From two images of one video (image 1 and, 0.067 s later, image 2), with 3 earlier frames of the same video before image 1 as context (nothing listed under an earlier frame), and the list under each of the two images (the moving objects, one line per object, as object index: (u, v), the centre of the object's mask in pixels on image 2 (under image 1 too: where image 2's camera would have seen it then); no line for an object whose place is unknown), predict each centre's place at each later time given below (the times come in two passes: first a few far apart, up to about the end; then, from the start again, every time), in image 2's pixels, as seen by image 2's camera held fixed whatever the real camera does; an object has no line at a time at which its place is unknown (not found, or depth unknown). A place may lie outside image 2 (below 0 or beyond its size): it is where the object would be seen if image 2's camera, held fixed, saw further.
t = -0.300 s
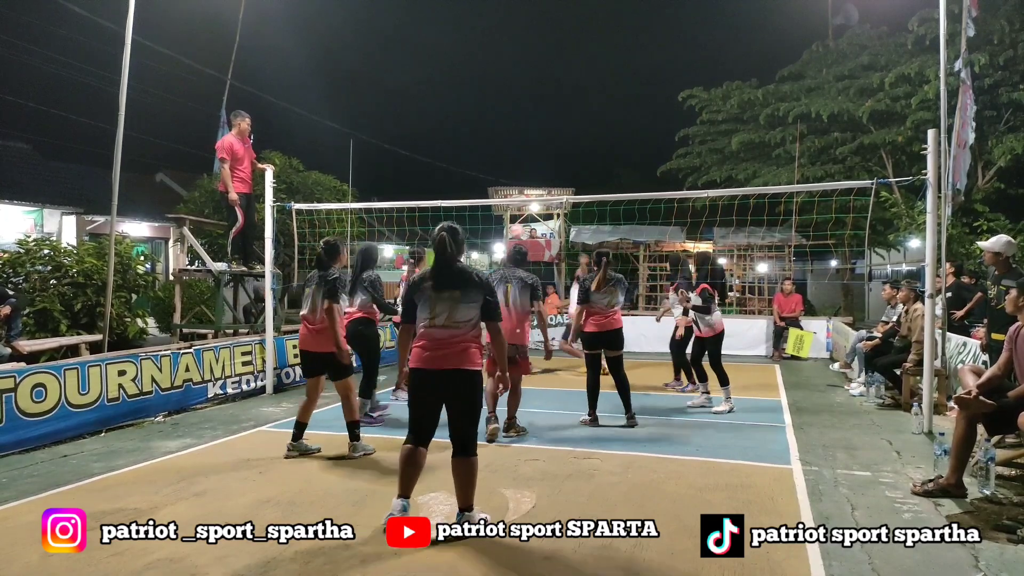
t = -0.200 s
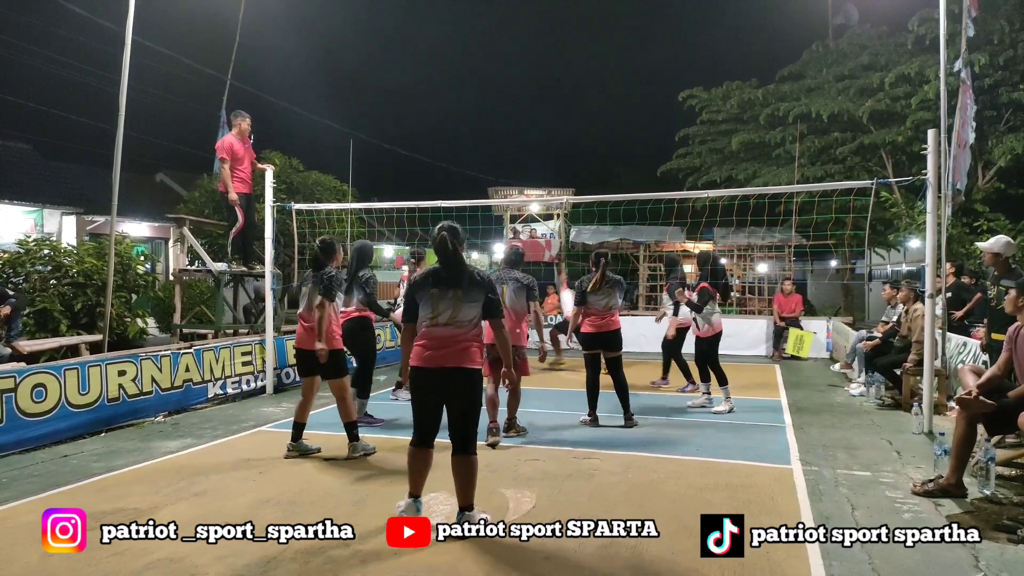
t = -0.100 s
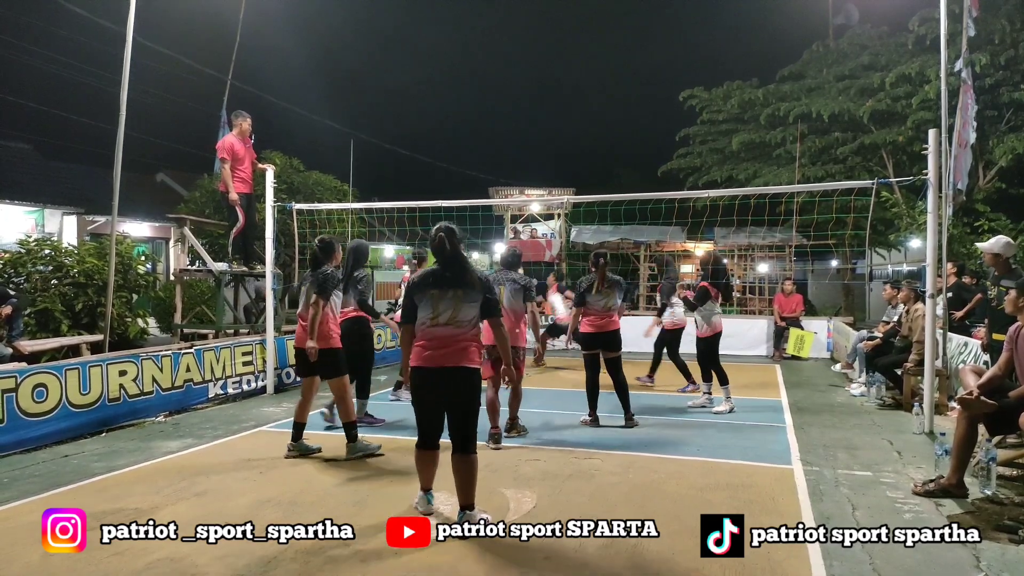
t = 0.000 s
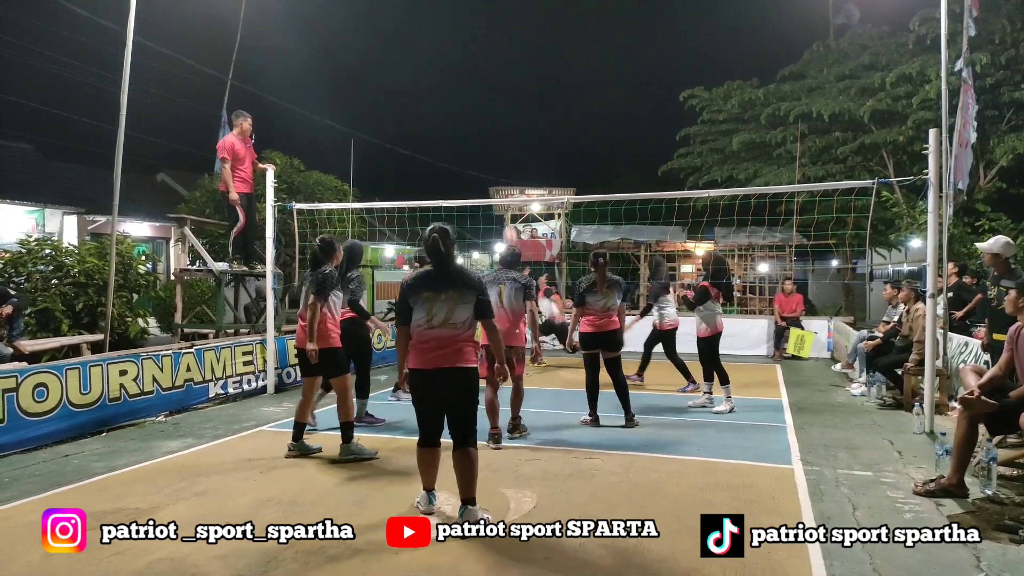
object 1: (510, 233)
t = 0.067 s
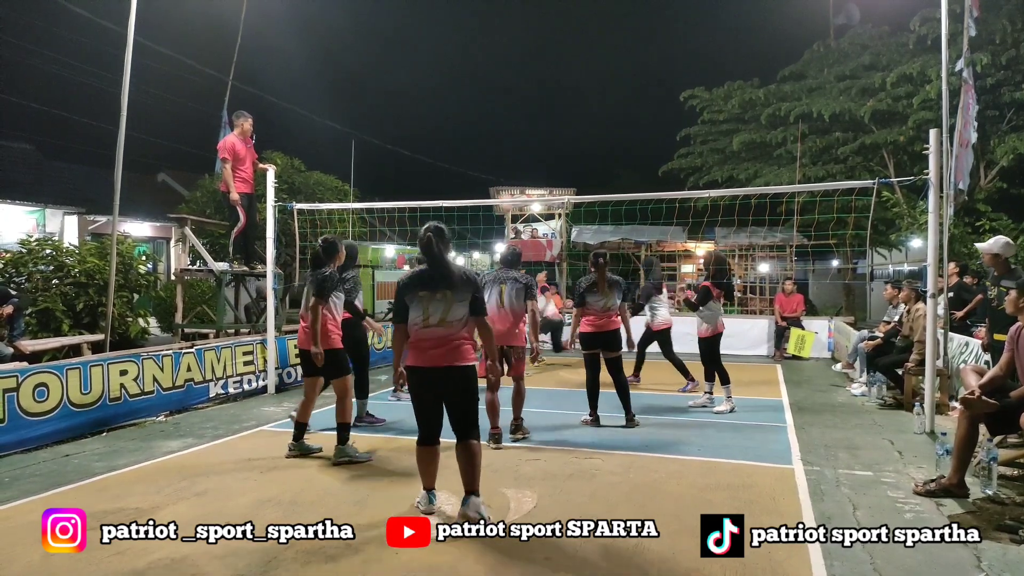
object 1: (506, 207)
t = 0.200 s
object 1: (495, 145)
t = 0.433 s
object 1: (477, 72)
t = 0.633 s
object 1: (463, 37)
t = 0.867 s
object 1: (446, 31)
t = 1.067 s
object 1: (432, 59)
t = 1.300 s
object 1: (416, 132)
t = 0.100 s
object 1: (502, 185)
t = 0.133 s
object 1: (500, 172)
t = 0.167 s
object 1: (497, 158)
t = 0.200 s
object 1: (495, 145)
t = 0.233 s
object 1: (492, 132)
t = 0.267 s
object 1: (490, 120)
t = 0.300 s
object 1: (487, 109)
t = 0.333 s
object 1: (485, 98)
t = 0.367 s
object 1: (482, 89)
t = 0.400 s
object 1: (480, 80)
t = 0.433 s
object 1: (477, 72)
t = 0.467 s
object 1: (475, 64)
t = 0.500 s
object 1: (473, 57)
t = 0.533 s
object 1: (470, 51)
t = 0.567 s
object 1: (468, 45)
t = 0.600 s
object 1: (465, 41)
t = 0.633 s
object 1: (463, 37)
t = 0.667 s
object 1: (461, 33)
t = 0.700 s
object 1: (458, 31)
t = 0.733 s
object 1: (455, 30)
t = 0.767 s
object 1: (453, 29)
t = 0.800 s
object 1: (451, 28)
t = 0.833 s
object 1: (449, 29)
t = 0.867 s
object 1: (446, 31)
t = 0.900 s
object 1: (444, 33)
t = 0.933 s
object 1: (441, 36)
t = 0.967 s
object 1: (439, 41)
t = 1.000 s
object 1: (436, 46)
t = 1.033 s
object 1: (434, 52)
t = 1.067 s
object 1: (432, 59)
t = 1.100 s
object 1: (429, 66)
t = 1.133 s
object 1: (427, 75)
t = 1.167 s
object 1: (425, 85)
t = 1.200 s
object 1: (423, 95)
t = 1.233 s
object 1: (420, 106)
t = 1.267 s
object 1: (418, 119)
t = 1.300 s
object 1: (416, 132)
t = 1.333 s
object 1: (414, 146)
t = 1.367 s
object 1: (412, 161)
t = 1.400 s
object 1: (411, 177)
